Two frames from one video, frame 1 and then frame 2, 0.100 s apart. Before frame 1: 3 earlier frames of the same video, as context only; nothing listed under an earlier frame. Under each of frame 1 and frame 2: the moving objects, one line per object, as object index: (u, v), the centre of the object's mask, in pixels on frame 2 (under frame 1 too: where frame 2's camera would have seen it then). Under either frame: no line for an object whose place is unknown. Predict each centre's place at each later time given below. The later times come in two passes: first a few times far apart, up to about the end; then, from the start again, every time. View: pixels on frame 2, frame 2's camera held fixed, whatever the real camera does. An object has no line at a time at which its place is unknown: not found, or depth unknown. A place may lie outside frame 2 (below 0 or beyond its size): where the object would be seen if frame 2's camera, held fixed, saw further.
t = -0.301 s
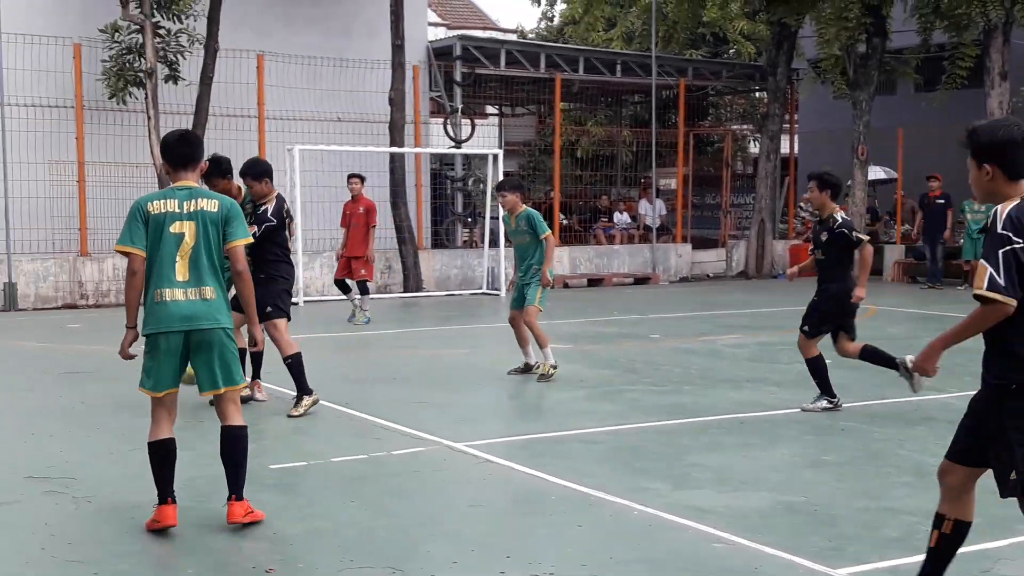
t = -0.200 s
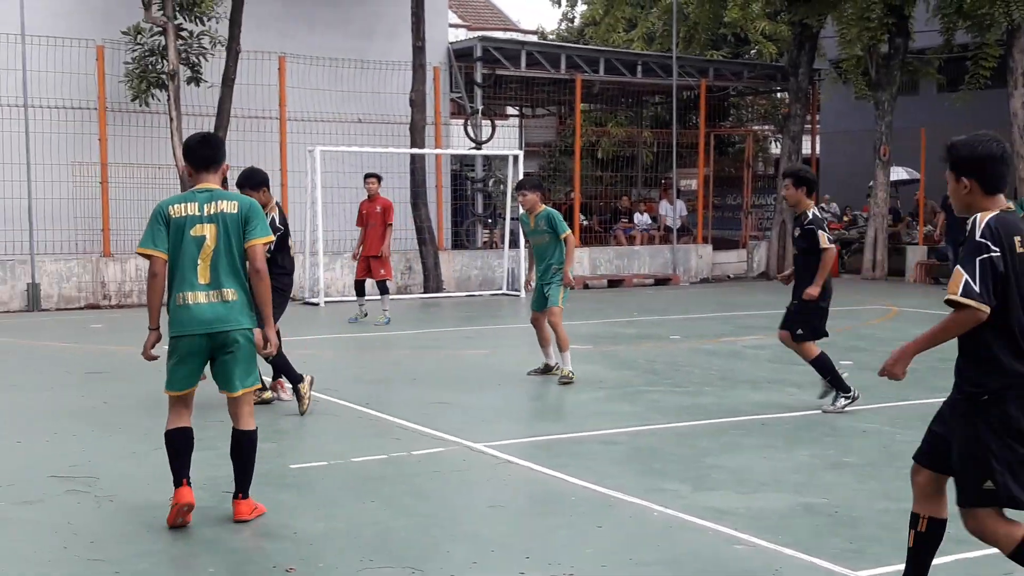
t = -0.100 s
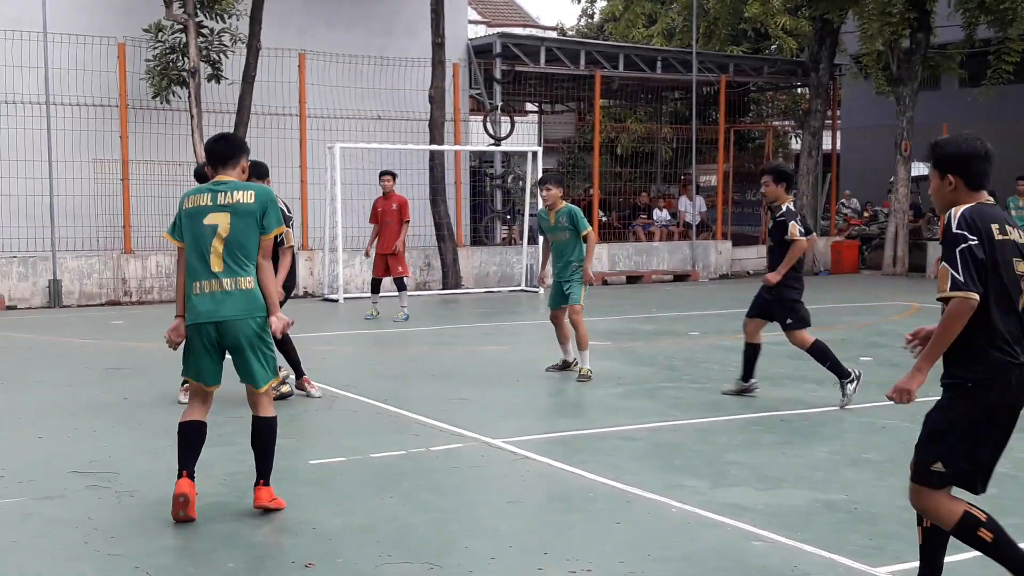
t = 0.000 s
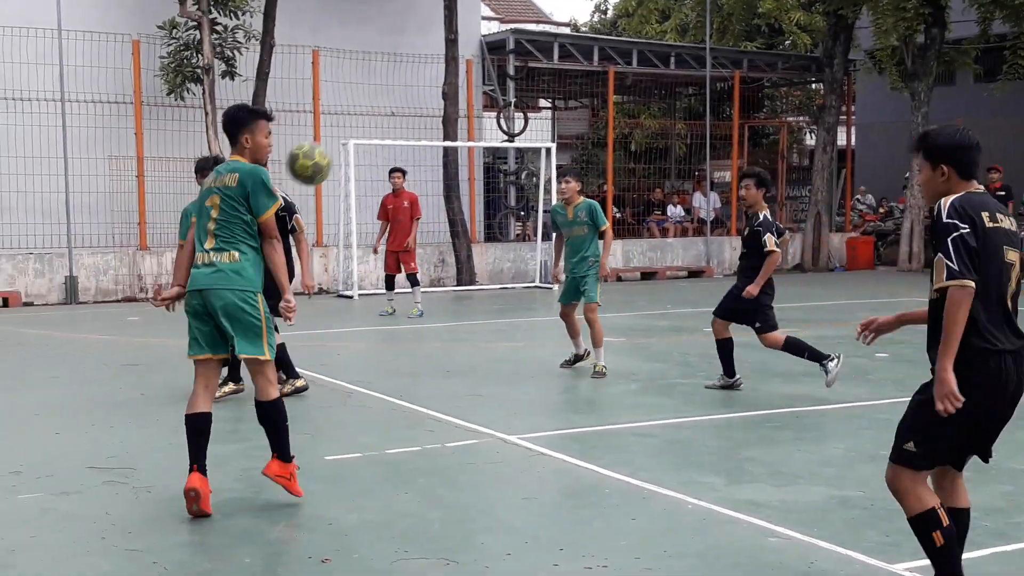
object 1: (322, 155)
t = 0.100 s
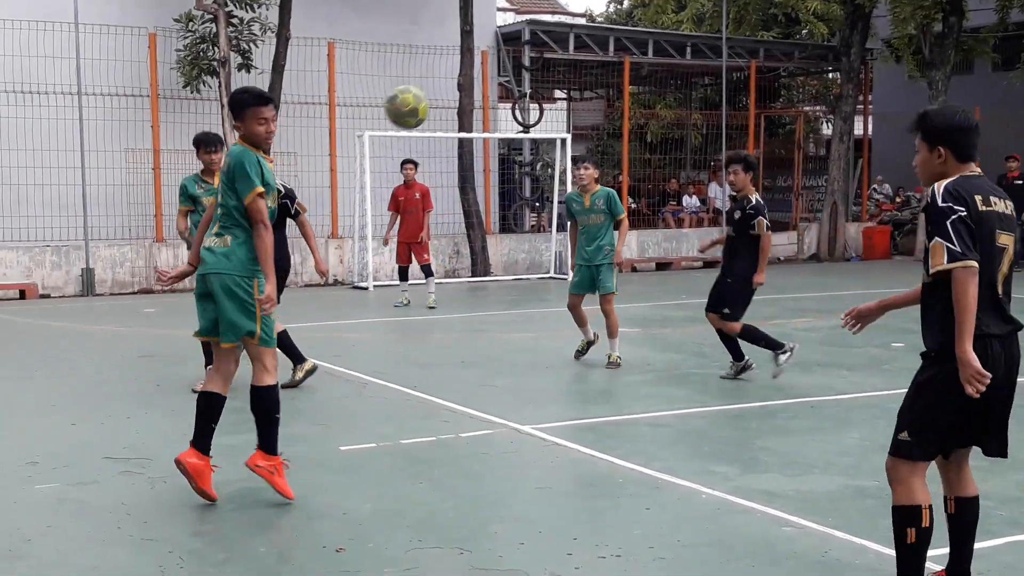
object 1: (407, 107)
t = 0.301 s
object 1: (563, 74)
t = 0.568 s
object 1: (755, 153)
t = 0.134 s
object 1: (434, 96)
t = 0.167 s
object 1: (460, 86)
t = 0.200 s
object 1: (486, 79)
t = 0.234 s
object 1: (512, 75)
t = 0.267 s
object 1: (537, 73)
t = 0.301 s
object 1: (563, 74)
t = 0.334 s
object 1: (588, 76)
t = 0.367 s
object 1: (613, 80)
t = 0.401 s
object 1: (637, 87)
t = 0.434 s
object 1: (662, 96)
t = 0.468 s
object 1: (684, 108)
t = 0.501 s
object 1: (710, 121)
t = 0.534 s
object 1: (732, 136)
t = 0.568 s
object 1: (755, 153)
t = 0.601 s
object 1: (776, 173)
